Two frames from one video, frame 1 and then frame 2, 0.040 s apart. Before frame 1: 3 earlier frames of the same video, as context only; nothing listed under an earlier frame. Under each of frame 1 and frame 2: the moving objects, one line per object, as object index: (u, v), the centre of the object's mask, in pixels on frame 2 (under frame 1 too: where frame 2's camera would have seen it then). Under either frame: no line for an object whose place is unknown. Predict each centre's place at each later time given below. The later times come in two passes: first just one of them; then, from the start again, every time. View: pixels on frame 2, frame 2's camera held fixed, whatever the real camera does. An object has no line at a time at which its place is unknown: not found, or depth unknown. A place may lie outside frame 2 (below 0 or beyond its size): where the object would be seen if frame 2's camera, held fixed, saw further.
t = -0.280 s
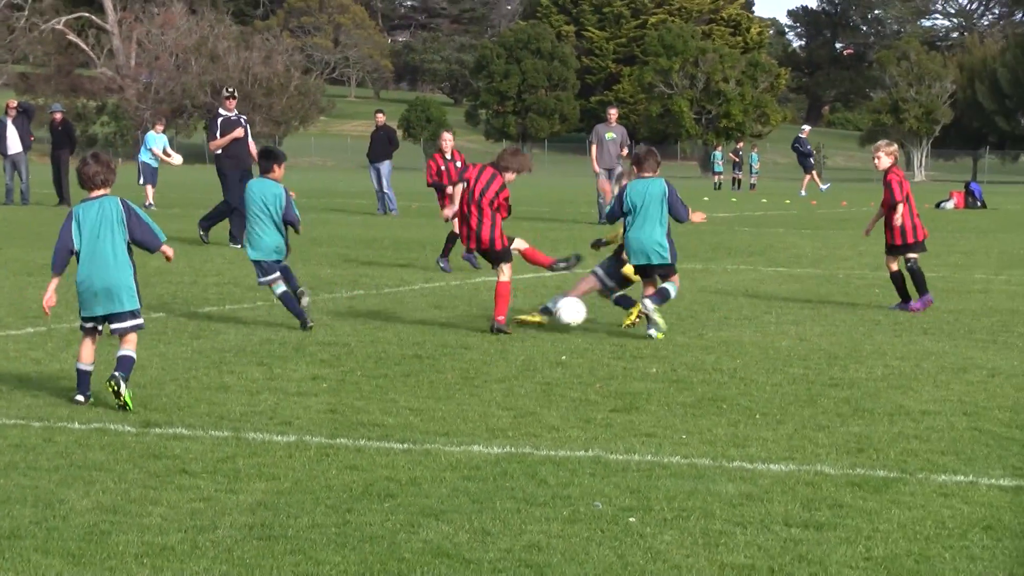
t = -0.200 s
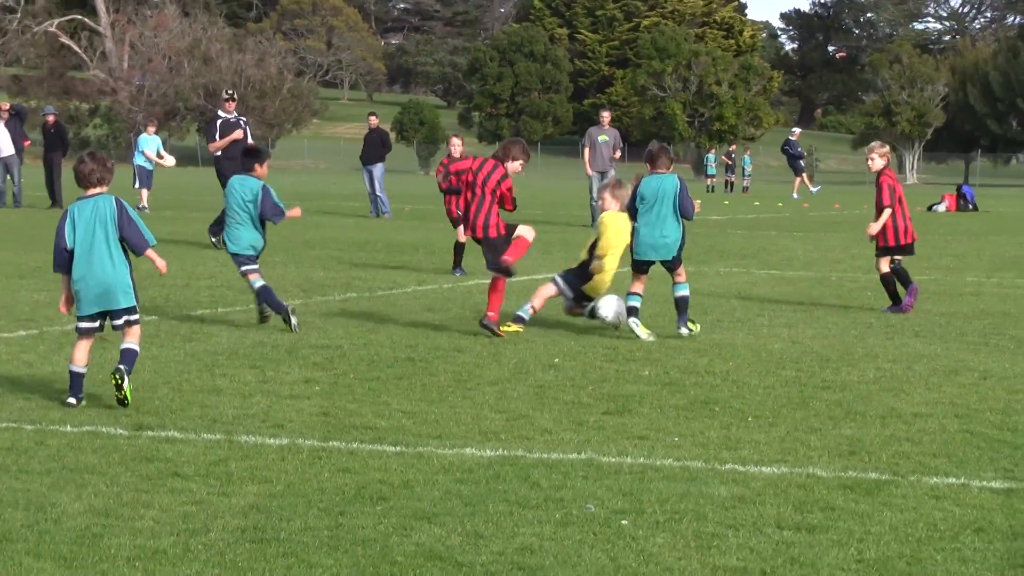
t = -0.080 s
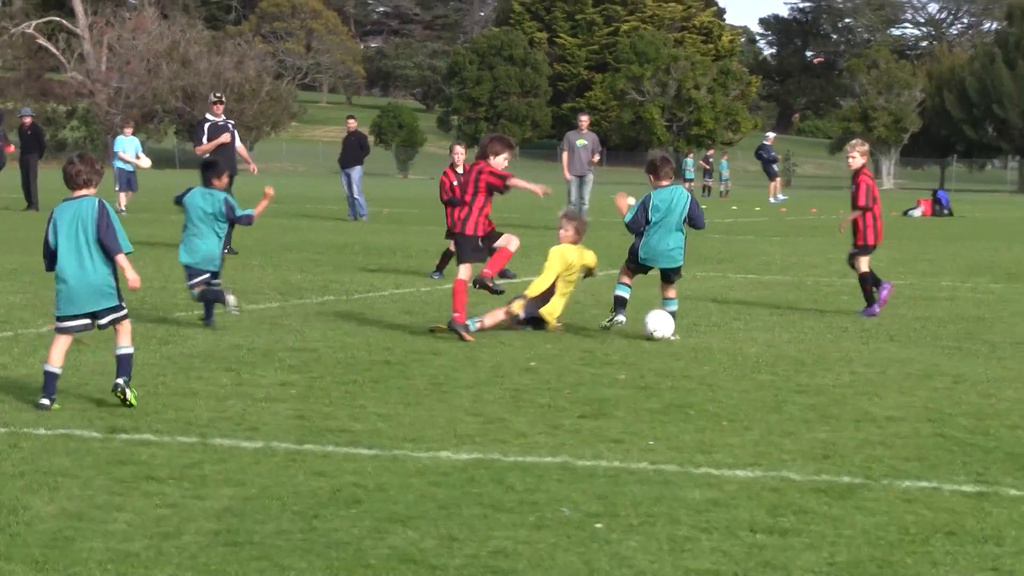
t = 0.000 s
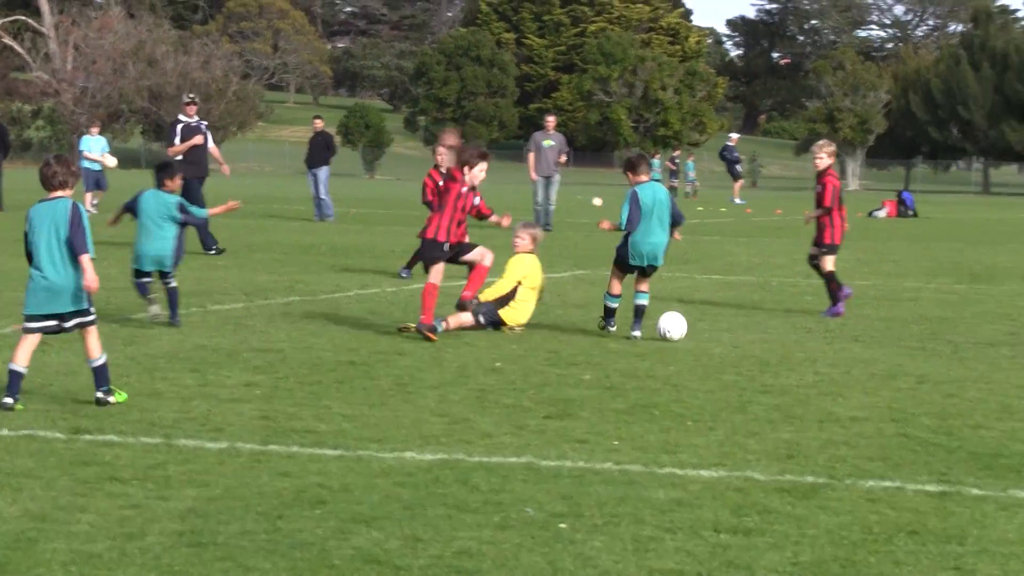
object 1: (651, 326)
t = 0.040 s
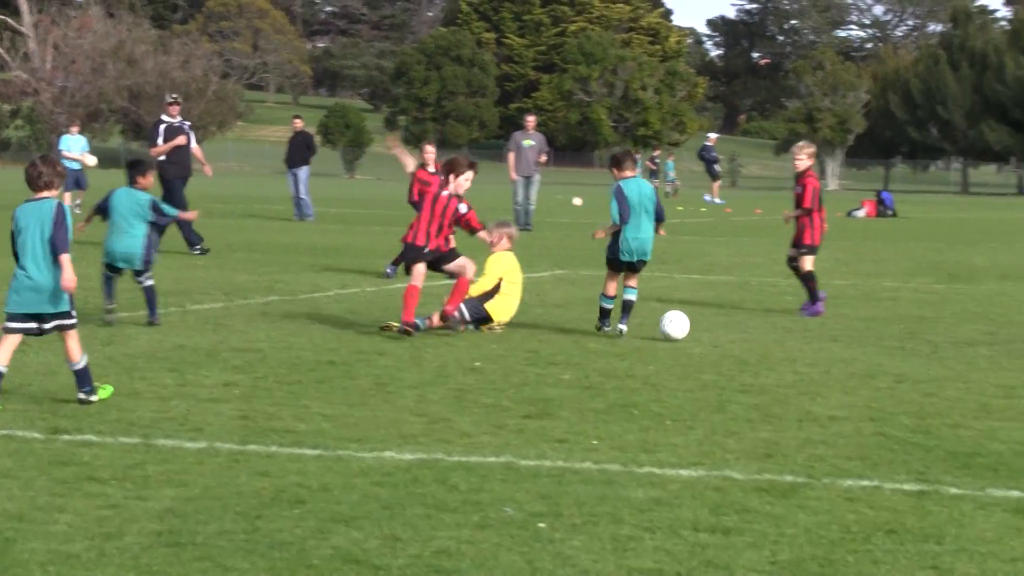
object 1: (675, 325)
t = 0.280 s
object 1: (811, 328)
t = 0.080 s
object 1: (699, 326)
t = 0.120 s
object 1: (723, 329)
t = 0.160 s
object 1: (744, 327)
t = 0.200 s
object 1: (766, 326)
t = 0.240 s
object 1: (789, 325)
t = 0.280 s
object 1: (811, 328)
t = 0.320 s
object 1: (832, 328)
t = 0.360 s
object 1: (852, 324)
